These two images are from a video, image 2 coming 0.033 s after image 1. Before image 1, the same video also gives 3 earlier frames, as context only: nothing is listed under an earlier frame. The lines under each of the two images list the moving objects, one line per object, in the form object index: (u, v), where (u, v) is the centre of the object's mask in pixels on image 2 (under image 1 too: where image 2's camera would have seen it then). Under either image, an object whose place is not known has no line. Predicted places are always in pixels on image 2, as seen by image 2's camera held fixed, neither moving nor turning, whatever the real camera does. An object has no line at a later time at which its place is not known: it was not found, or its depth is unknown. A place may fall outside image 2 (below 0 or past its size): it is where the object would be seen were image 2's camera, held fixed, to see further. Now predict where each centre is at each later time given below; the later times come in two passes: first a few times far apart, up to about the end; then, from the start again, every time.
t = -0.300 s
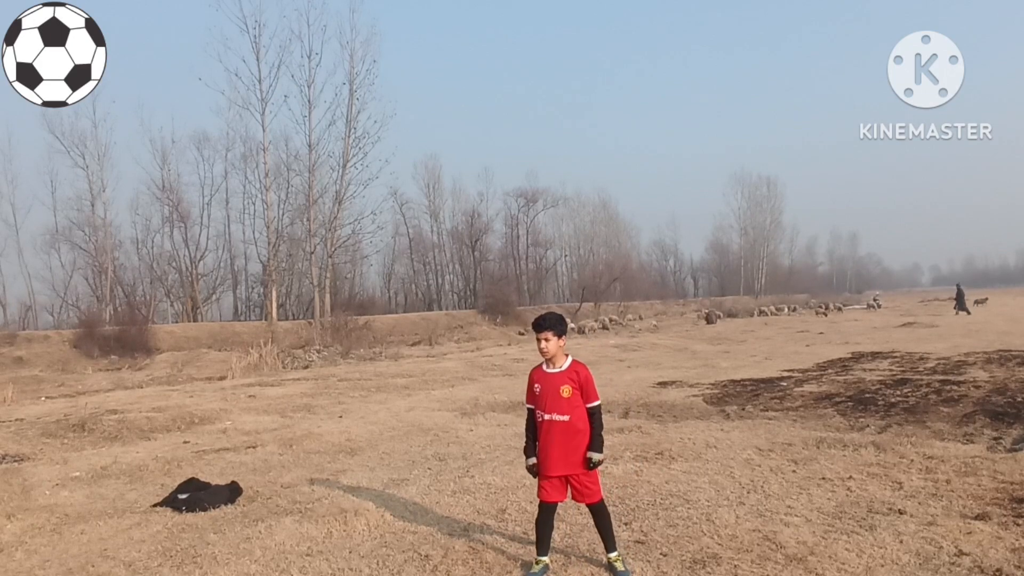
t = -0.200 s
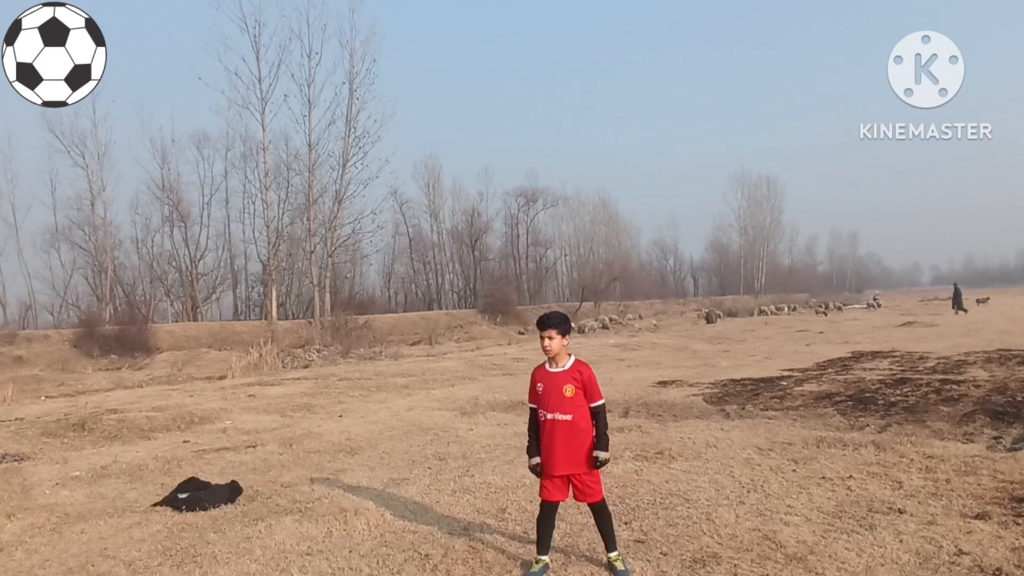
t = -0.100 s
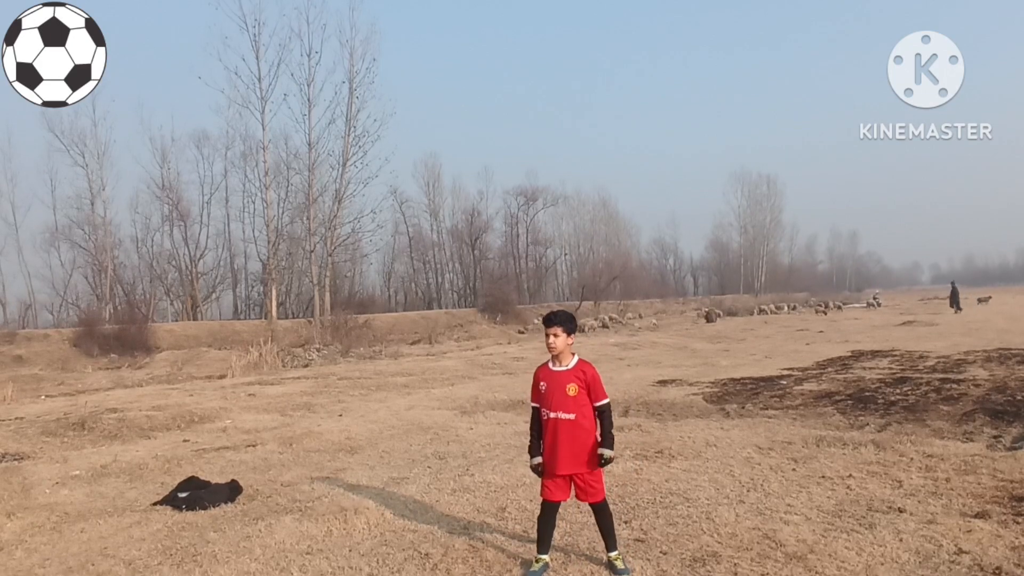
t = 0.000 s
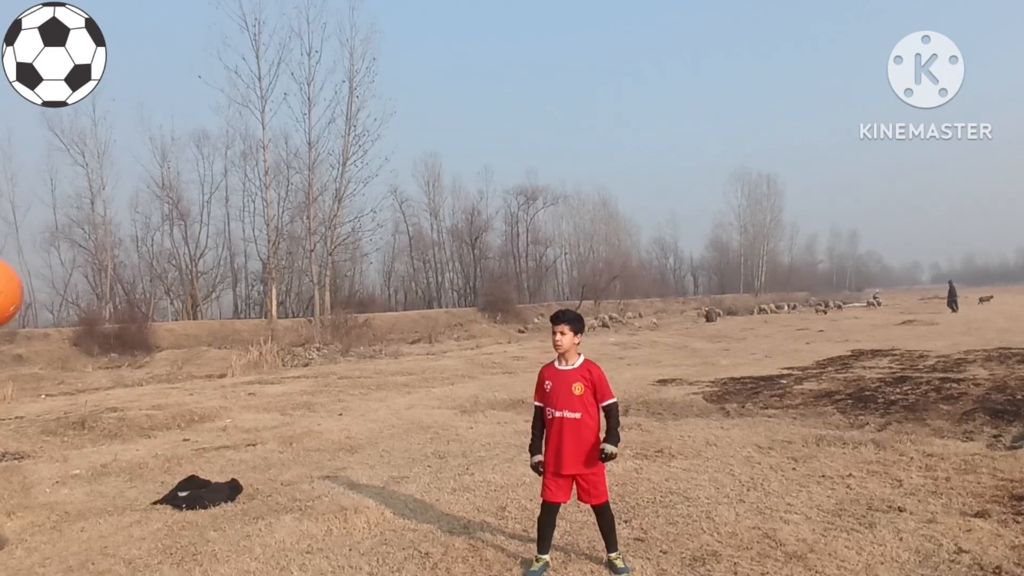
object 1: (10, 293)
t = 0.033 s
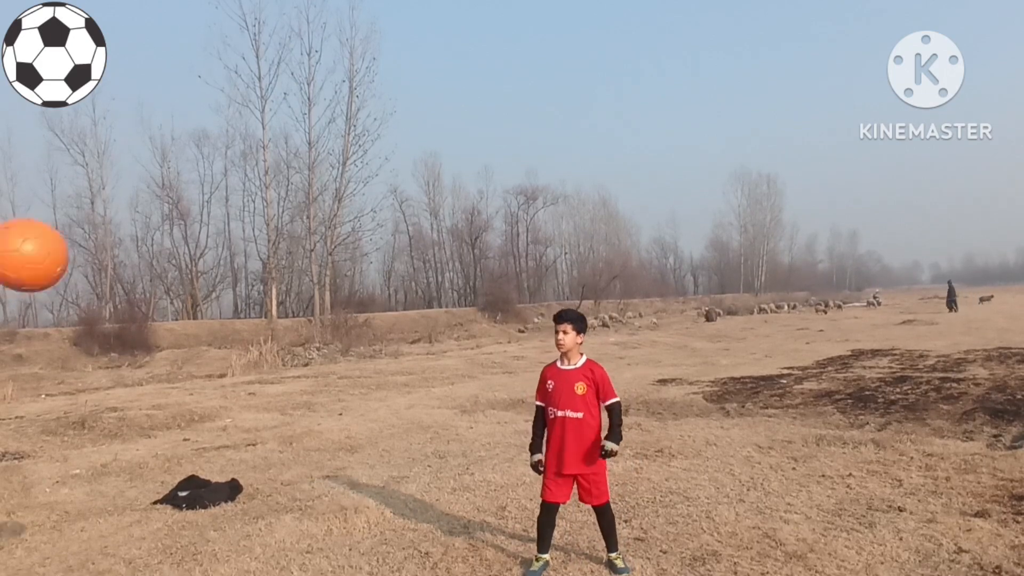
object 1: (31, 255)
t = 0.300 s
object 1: (307, 150)
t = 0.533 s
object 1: (463, 223)
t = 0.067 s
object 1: (71, 225)
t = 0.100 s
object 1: (112, 201)
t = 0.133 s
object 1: (150, 182)
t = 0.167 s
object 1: (186, 168)
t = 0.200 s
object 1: (219, 158)
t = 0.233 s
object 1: (251, 152)
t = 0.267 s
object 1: (280, 149)
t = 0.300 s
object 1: (307, 150)
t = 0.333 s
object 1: (333, 153)
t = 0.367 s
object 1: (358, 159)
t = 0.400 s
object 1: (381, 168)
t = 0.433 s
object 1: (403, 178)
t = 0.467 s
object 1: (424, 191)
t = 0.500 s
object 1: (444, 206)
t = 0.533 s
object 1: (463, 223)
